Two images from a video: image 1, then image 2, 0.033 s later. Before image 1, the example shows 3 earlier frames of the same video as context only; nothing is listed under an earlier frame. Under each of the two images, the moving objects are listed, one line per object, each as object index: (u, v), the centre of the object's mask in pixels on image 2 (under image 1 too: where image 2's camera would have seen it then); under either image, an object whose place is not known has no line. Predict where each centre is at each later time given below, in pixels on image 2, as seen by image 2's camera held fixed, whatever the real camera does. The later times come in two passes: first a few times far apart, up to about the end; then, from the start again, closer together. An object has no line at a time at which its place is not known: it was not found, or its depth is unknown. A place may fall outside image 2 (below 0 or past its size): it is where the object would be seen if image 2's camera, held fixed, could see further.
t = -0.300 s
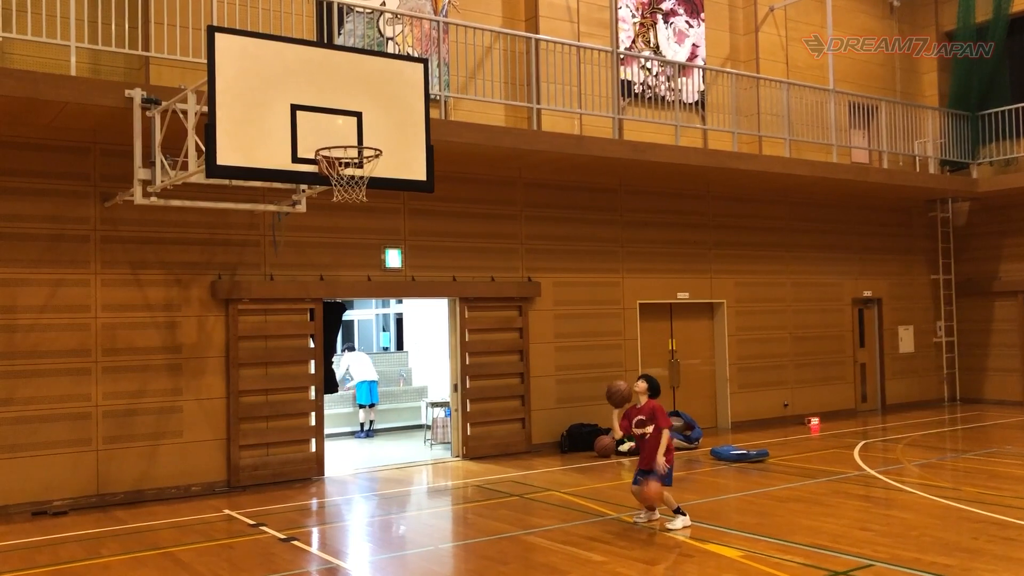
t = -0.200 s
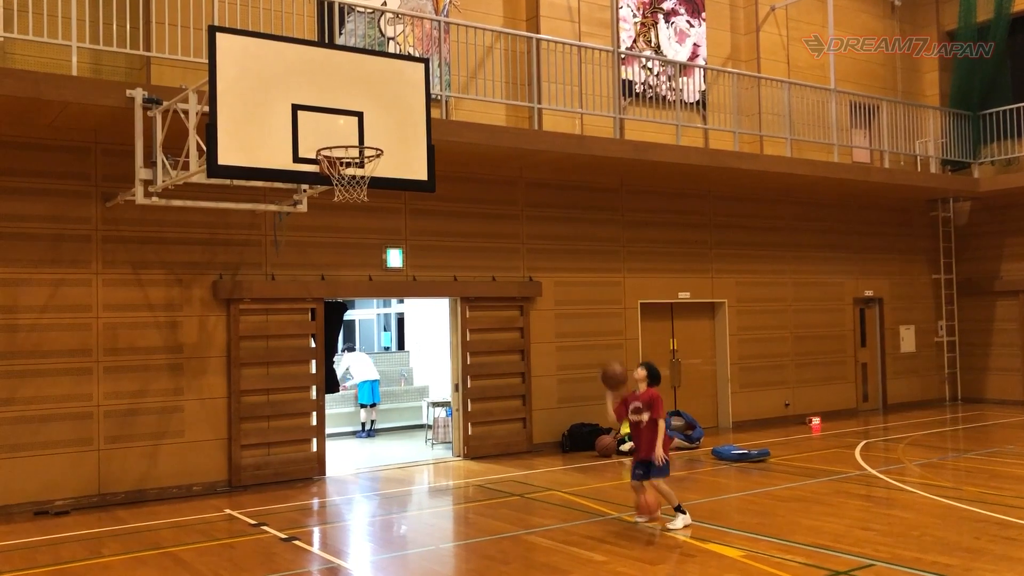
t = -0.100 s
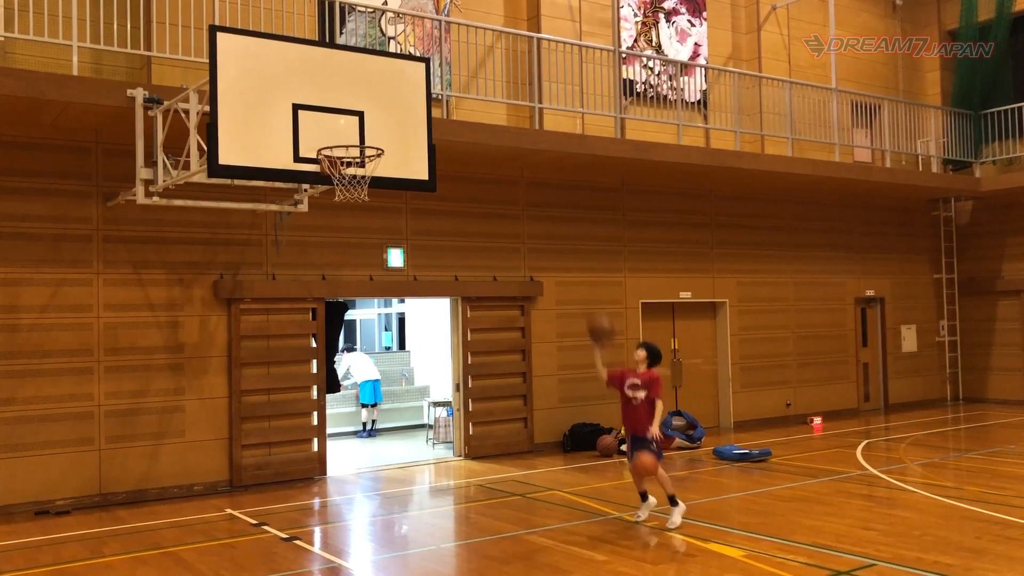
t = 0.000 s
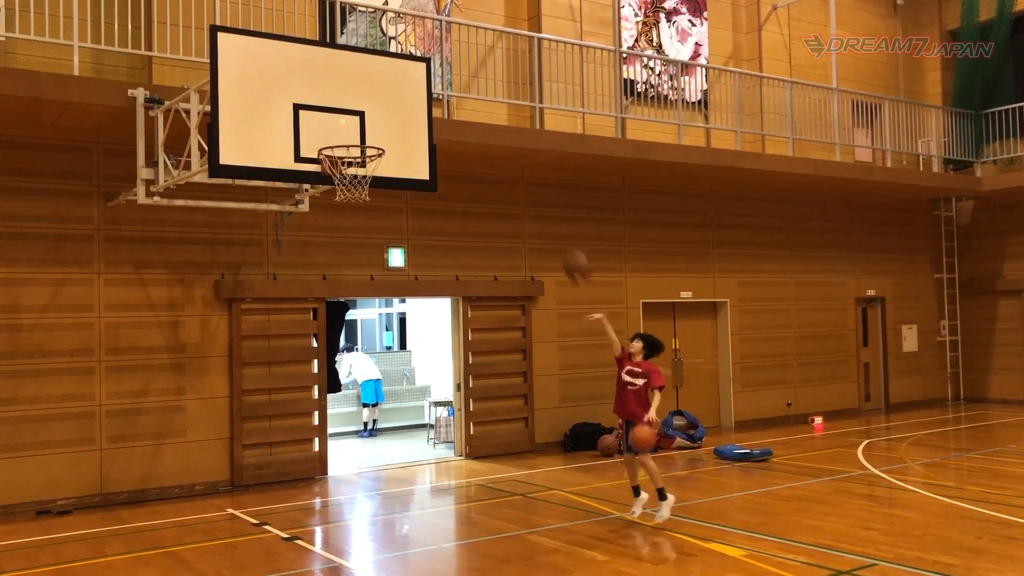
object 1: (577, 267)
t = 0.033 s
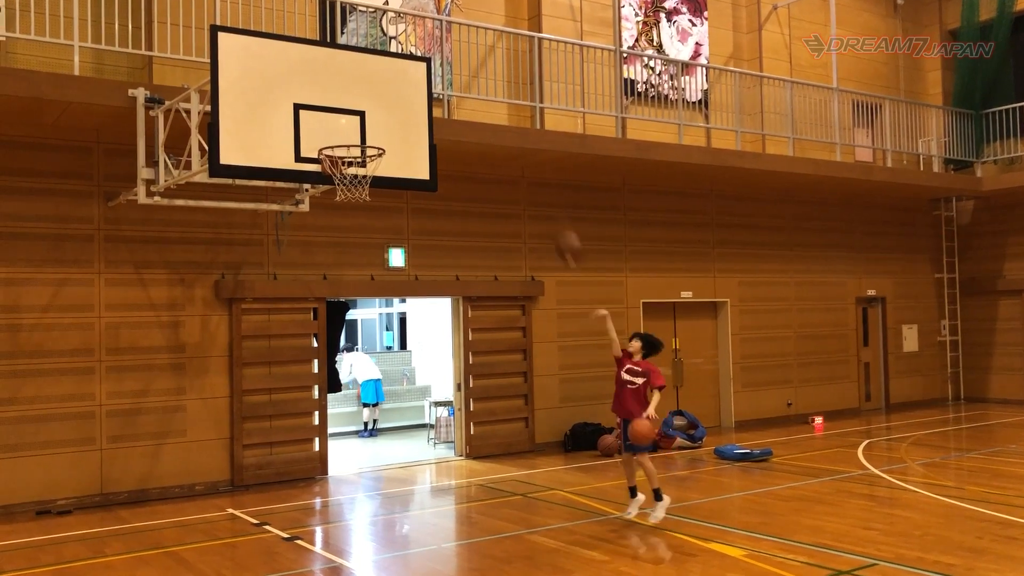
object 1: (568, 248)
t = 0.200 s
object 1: (524, 168)
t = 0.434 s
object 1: (458, 112)
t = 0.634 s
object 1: (400, 112)
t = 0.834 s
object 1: (340, 164)
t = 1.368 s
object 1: (299, 421)
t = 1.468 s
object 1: (290, 502)
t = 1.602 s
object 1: (292, 480)
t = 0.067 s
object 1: (559, 228)
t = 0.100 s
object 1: (551, 212)
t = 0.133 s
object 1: (542, 195)
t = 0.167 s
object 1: (533, 181)
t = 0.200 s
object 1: (524, 168)
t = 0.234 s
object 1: (517, 158)
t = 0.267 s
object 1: (507, 146)
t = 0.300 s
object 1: (497, 138)
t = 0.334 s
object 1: (487, 129)
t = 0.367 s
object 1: (478, 123)
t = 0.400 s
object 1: (469, 117)
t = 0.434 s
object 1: (458, 112)
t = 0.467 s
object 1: (450, 108)
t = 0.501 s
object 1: (440, 106)
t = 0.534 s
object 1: (429, 106)
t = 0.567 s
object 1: (419, 106)
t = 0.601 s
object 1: (410, 109)
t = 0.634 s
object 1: (400, 112)
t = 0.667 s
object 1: (390, 117)
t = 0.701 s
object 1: (380, 124)
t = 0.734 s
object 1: (369, 132)
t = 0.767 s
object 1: (359, 140)
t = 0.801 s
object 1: (348, 153)
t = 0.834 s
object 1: (340, 164)
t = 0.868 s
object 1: (338, 173)
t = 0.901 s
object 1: (334, 179)
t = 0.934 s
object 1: (330, 187)
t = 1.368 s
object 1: (299, 421)
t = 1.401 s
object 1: (296, 452)
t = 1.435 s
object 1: (297, 469)
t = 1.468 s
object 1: (290, 502)
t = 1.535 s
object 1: (289, 524)
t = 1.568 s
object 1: (290, 502)
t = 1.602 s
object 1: (292, 480)
